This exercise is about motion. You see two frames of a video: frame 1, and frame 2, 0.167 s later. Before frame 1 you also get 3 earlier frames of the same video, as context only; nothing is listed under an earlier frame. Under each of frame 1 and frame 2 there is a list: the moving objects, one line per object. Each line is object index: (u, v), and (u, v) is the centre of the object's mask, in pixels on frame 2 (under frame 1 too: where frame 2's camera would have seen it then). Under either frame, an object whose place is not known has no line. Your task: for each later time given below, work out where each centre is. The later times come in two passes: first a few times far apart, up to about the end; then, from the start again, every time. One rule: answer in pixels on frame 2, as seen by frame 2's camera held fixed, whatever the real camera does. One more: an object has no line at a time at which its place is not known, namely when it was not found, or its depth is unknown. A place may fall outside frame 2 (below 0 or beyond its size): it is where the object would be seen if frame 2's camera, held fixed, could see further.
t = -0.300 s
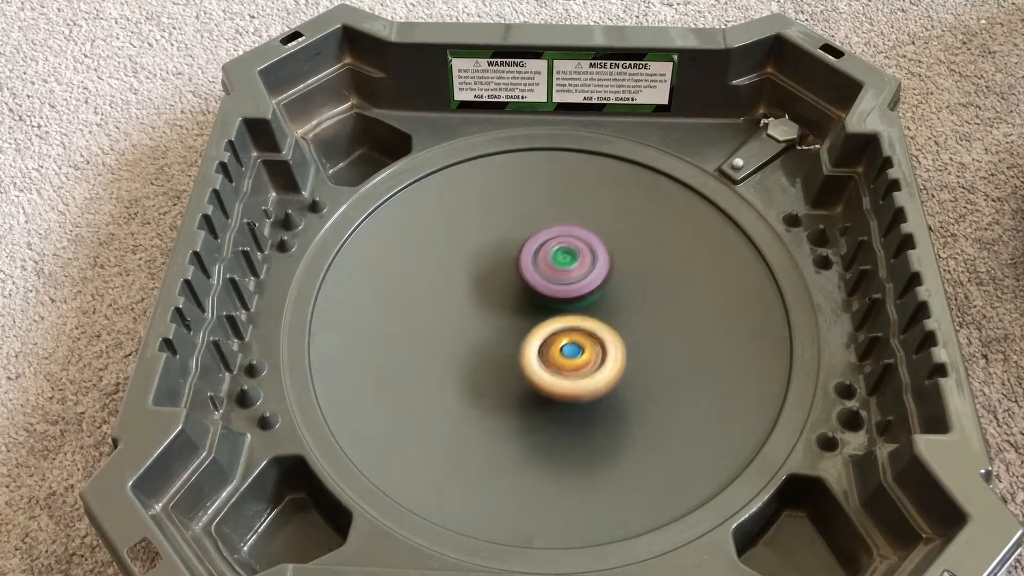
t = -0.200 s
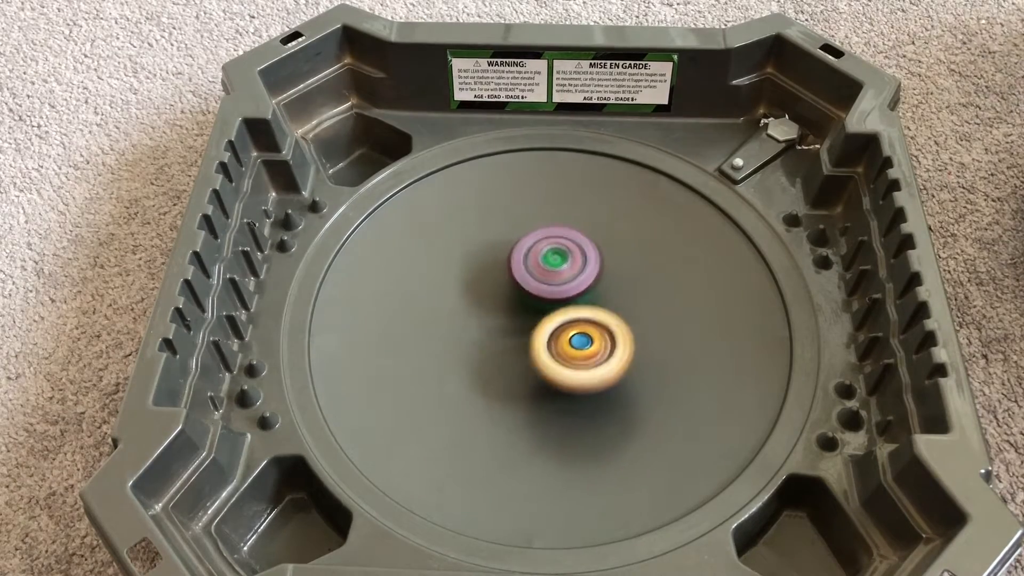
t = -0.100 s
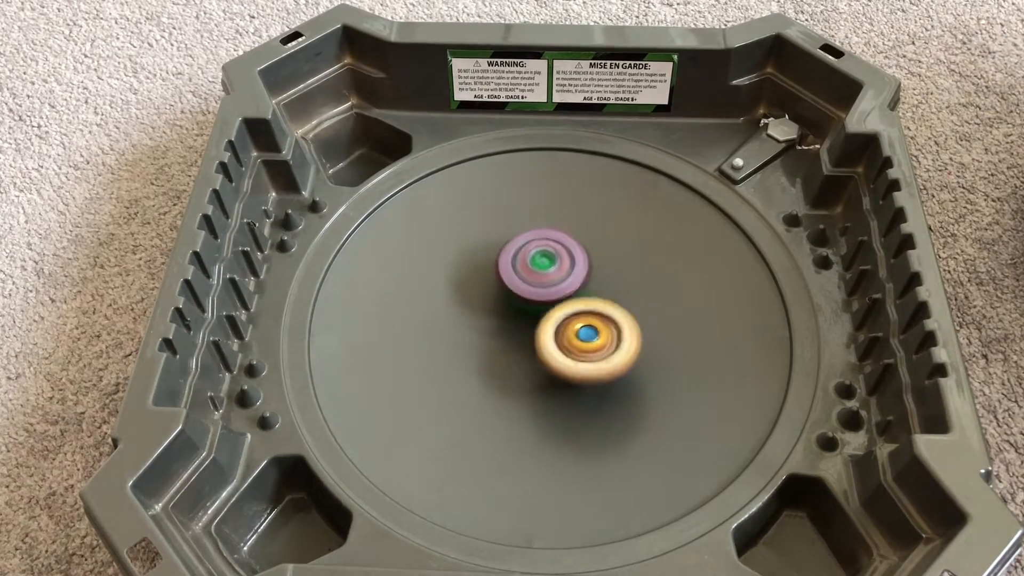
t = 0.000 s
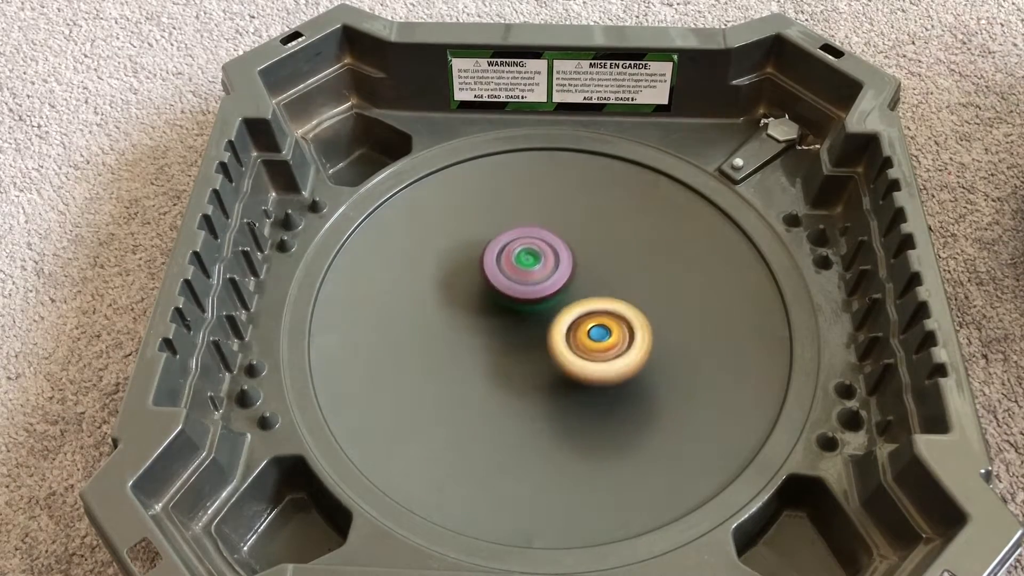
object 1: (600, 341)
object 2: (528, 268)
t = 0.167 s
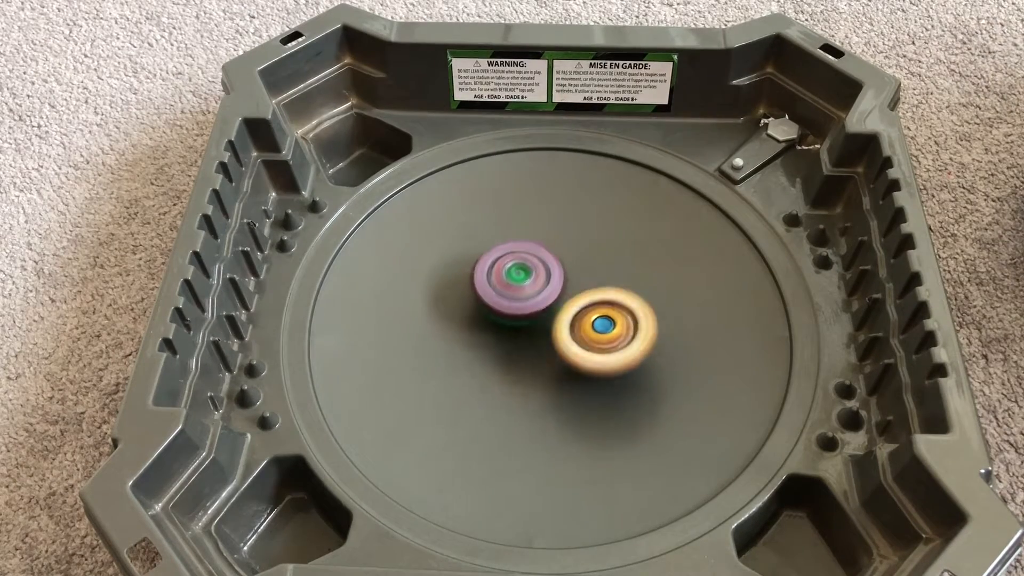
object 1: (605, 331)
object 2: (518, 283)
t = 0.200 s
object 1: (605, 329)
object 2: (517, 286)
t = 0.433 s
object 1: (603, 310)
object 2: (493, 303)
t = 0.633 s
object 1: (595, 293)
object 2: (487, 316)
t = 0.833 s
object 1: (588, 272)
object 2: (496, 327)
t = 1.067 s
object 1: (577, 255)
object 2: (523, 334)
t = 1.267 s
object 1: (567, 247)
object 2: (548, 338)
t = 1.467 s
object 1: (553, 245)
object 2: (567, 341)
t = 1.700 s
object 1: (533, 254)
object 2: (586, 345)
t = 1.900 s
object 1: (520, 269)
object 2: (589, 341)
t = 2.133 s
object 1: (496, 293)
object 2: (590, 335)
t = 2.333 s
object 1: (482, 311)
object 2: (586, 323)
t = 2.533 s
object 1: (484, 323)
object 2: (581, 304)
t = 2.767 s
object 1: (504, 333)
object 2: (578, 282)
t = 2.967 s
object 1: (526, 339)
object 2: (576, 268)
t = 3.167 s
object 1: (547, 351)
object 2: (577, 254)
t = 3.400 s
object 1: (570, 346)
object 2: (575, 260)
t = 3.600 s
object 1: (576, 347)
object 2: (565, 267)
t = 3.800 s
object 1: (576, 354)
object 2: (546, 277)
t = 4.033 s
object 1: (571, 358)
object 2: (524, 278)
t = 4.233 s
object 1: (567, 344)
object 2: (508, 277)
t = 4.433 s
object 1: (578, 335)
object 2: (497, 271)
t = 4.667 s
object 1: (599, 325)
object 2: (506, 273)
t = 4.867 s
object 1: (645, 336)
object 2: (488, 271)
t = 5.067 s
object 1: (639, 327)
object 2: (514, 294)
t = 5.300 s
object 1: (613, 311)
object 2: (506, 314)
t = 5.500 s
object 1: (585, 293)
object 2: (482, 321)
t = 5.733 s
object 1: (566, 271)
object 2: (472, 318)
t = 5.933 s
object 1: (572, 256)
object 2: (482, 318)
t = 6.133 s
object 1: (584, 252)
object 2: (513, 322)
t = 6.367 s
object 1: (596, 260)
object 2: (538, 341)
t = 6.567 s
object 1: (606, 263)
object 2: (529, 369)
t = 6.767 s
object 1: (598, 279)
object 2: (519, 366)
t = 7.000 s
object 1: (589, 286)
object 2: (505, 356)
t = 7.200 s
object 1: (590, 273)
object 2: (515, 343)
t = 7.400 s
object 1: (594, 252)
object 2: (541, 331)
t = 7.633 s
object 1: (582, 243)
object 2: (565, 345)
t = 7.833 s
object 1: (555, 259)
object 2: (572, 352)
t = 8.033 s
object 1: (529, 271)
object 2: (573, 361)
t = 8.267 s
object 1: (498, 276)
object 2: (572, 360)
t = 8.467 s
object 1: (487, 279)
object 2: (574, 346)
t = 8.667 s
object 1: (495, 286)
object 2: (592, 334)
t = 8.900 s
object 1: (519, 292)
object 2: (614, 333)
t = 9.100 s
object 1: (527, 288)
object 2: (618, 335)
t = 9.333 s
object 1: (511, 277)
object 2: (609, 334)
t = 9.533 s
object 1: (496, 276)
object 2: (591, 319)
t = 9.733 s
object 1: (489, 281)
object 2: (591, 306)
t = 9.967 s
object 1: (504, 302)
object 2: (605, 298)
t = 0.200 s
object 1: (605, 329)
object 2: (517, 286)
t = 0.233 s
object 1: (608, 326)
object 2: (511, 287)
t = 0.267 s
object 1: (609, 323)
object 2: (508, 290)
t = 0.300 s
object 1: (607, 320)
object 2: (505, 293)
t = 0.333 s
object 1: (604, 316)
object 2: (503, 296)
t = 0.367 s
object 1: (604, 314)
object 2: (499, 298)
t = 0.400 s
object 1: (604, 312)
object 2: (495, 300)
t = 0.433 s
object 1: (603, 310)
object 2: (493, 303)
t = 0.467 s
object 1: (601, 307)
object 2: (492, 305)
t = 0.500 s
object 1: (598, 304)
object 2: (492, 308)
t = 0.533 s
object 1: (597, 301)
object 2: (491, 310)
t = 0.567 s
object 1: (597, 298)
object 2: (488, 312)
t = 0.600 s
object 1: (596, 296)
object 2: (487, 314)
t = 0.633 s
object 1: (595, 293)
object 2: (487, 316)
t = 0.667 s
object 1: (592, 291)
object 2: (488, 318)
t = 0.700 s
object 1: (590, 289)
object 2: (490, 320)
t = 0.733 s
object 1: (589, 285)
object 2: (490, 322)
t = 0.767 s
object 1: (589, 280)
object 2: (490, 324)
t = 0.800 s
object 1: (589, 276)
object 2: (493, 326)
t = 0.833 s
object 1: (588, 272)
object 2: (496, 327)
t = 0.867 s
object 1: (586, 269)
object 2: (500, 329)
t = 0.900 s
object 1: (585, 266)
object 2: (504, 329)
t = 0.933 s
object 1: (583, 264)
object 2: (509, 330)
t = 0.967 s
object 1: (581, 261)
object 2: (512, 331)
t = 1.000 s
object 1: (580, 259)
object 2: (516, 332)
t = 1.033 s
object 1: (579, 257)
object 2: (520, 333)
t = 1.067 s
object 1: (577, 255)
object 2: (523, 334)
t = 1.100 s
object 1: (576, 253)
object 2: (527, 335)
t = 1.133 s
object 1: (574, 252)
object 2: (532, 335)
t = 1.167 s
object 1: (573, 250)
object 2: (535, 336)
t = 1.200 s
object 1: (571, 248)
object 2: (539, 337)
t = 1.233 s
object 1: (570, 248)
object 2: (543, 337)
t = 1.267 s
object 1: (567, 247)
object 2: (548, 338)
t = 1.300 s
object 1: (565, 245)
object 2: (551, 340)
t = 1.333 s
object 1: (564, 244)
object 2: (554, 340)
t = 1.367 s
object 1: (562, 245)
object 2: (557, 339)
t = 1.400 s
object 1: (560, 246)
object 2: (560, 338)
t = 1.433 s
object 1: (556, 246)
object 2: (563, 339)
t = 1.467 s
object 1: (553, 245)
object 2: (567, 341)
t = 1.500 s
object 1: (550, 245)
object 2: (570, 341)
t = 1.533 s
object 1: (548, 247)
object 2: (573, 341)
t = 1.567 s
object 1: (546, 249)
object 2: (575, 341)
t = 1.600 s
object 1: (543, 252)
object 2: (577, 340)
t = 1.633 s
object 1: (540, 253)
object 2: (580, 341)
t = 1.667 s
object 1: (536, 253)
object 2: (583, 343)
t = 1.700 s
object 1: (533, 254)
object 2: (586, 345)
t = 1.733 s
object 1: (531, 255)
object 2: (587, 344)
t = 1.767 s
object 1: (529, 258)
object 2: (588, 343)
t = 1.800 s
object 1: (528, 261)
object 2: (588, 342)
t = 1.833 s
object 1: (526, 265)
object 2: (588, 341)
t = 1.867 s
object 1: (524, 267)
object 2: (588, 340)
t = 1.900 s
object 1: (520, 269)
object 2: (589, 341)
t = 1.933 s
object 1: (516, 271)
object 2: (590, 341)
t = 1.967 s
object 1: (513, 275)
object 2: (590, 340)
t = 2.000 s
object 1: (509, 279)
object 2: (590, 339)
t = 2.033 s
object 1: (506, 282)
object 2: (592, 338)
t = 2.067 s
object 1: (502, 285)
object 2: (592, 337)
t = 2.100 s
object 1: (500, 289)
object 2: (591, 336)
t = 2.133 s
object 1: (496, 293)
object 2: (590, 335)
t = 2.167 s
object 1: (494, 296)
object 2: (589, 334)
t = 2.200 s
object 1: (491, 300)
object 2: (589, 332)
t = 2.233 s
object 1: (488, 303)
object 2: (589, 330)
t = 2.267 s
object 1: (486, 306)
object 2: (587, 327)
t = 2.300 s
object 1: (484, 309)
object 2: (586, 325)
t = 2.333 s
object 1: (482, 311)
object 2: (586, 323)
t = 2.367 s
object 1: (481, 313)
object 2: (584, 320)
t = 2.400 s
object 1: (481, 315)
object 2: (584, 316)
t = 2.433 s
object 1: (481, 317)
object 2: (583, 313)
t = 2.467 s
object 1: (482, 319)
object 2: (582, 310)
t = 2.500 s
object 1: (483, 321)
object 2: (582, 307)
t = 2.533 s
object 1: (484, 323)
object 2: (581, 304)
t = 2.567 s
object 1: (486, 325)
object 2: (580, 301)
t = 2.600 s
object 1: (487, 327)
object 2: (580, 298)
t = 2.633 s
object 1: (490, 328)
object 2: (580, 295)
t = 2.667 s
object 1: (494, 330)
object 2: (579, 292)
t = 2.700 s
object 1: (498, 331)
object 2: (579, 288)
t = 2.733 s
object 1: (500, 333)
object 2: (578, 285)
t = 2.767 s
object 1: (504, 333)
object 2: (578, 282)
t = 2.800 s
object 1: (508, 334)
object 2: (578, 279)
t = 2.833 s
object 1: (510, 336)
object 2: (579, 275)
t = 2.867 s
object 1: (513, 338)
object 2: (578, 272)
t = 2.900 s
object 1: (517, 339)
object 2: (578, 270)
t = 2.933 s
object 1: (521, 339)
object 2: (577, 269)
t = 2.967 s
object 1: (526, 339)
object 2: (576, 268)
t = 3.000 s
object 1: (531, 339)
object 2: (576, 267)
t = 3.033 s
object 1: (536, 340)
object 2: (576, 266)
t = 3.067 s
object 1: (539, 345)
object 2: (578, 261)
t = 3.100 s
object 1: (541, 348)
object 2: (578, 257)
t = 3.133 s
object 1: (544, 350)
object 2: (577, 255)
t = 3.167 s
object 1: (547, 351)
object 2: (577, 254)
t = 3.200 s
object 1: (550, 351)
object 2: (576, 254)
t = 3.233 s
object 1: (553, 350)
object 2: (576, 255)
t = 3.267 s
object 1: (557, 349)
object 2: (575, 258)
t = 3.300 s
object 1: (560, 347)
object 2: (575, 260)
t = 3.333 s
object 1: (563, 343)
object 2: (575, 262)
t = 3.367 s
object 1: (567, 342)
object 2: (575, 262)
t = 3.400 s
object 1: (570, 346)
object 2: (575, 260)
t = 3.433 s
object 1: (572, 348)
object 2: (573, 260)
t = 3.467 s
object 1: (573, 349)
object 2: (571, 261)
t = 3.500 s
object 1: (574, 348)
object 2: (569, 263)
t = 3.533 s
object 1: (575, 348)
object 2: (568, 263)
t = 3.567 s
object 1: (575, 347)
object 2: (567, 265)
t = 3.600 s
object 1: (576, 347)
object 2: (565, 267)
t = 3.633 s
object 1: (577, 350)
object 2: (560, 268)
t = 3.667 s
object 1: (578, 353)
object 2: (557, 269)
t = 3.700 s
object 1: (577, 354)
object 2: (555, 271)
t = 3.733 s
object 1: (576, 354)
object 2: (552, 273)
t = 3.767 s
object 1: (576, 354)
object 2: (549, 275)
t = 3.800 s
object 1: (576, 354)
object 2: (546, 277)
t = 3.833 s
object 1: (577, 358)
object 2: (543, 276)
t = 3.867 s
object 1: (578, 361)
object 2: (539, 274)
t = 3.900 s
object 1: (579, 362)
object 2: (535, 273)
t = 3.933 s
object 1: (578, 363)
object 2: (532, 273)
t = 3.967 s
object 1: (575, 363)
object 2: (528, 274)
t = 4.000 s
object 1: (572, 361)
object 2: (526, 276)
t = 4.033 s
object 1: (571, 358)
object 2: (524, 278)
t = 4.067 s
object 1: (568, 354)
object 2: (522, 278)
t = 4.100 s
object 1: (567, 351)
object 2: (520, 278)
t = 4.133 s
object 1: (567, 350)
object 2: (516, 278)
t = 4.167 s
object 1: (567, 348)
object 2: (513, 277)
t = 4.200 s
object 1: (566, 346)
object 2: (510, 278)
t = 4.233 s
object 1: (567, 344)
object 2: (508, 277)
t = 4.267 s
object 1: (568, 342)
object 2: (506, 276)
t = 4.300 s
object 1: (568, 340)
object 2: (504, 275)
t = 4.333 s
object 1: (568, 336)
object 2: (503, 275)
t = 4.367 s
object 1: (570, 334)
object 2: (501, 275)
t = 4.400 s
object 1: (573, 333)
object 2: (500, 274)
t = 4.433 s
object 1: (578, 335)
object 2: (497, 271)
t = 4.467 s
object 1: (581, 335)
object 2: (494, 269)
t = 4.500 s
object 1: (584, 334)
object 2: (495, 269)
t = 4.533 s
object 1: (586, 332)
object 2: (497, 270)
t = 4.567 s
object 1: (589, 330)
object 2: (500, 273)
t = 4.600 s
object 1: (590, 328)
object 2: (503, 275)
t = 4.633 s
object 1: (589, 326)
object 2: (508, 278)
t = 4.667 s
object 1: (599, 325)
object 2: (506, 273)
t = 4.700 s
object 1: (614, 330)
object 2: (494, 269)
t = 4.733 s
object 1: (623, 332)
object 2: (489, 265)
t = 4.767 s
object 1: (630, 334)
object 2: (487, 264)
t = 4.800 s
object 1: (636, 335)
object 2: (485, 265)
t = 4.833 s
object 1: (642, 335)
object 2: (486, 268)
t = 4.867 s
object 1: (645, 336)
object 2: (488, 271)
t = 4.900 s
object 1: (648, 335)
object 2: (491, 275)
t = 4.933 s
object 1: (649, 335)
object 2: (495, 278)
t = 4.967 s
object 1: (648, 333)
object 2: (500, 282)
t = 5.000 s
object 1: (646, 332)
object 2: (505, 285)
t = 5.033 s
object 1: (642, 329)
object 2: (510, 290)
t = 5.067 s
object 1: (639, 327)
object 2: (514, 294)
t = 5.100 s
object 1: (632, 325)
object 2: (519, 298)
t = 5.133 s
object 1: (626, 321)
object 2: (523, 302)
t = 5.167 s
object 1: (624, 319)
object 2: (522, 304)
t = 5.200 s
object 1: (624, 316)
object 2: (516, 306)
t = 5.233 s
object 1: (622, 314)
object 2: (512, 309)
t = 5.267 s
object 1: (616, 313)
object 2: (511, 312)
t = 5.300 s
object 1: (613, 311)
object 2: (506, 314)
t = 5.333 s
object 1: (610, 308)
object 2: (498, 316)
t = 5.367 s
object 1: (607, 305)
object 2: (494, 318)
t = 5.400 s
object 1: (600, 303)
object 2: (491, 319)
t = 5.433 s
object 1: (595, 300)
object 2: (487, 320)
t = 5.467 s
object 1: (589, 297)
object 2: (485, 321)
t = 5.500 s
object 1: (585, 293)
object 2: (482, 321)
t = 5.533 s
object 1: (579, 291)
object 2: (479, 320)
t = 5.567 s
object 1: (576, 287)
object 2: (477, 320)
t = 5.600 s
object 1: (574, 283)
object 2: (473, 320)
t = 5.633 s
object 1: (574, 279)
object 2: (470, 320)
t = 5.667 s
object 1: (571, 276)
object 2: (468, 320)
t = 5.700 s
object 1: (569, 273)
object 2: (470, 320)
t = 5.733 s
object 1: (566, 271)
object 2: (472, 318)
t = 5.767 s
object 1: (564, 269)
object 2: (473, 316)
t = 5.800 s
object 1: (563, 267)
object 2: (474, 316)
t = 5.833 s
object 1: (563, 265)
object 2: (476, 315)
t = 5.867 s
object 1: (563, 263)
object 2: (479, 315)
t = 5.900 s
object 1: (566, 259)
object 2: (481, 317)
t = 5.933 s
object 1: (572, 256)
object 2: (482, 318)
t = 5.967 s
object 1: (574, 254)
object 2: (485, 320)
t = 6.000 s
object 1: (577, 252)
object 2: (489, 321)
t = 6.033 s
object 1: (580, 250)
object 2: (495, 321)
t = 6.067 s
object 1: (583, 252)
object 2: (501, 321)
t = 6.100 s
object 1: (583, 253)
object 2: (507, 322)
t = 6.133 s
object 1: (584, 252)
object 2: (513, 322)
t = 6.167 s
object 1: (588, 252)
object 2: (514, 326)
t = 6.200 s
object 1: (591, 252)
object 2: (517, 331)
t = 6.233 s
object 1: (593, 252)
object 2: (521, 333)
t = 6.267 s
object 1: (594, 253)
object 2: (526, 336)
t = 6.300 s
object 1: (595, 255)
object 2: (530, 338)
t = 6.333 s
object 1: (596, 257)
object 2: (534, 340)
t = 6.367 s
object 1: (596, 260)
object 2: (538, 341)
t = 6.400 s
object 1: (596, 264)
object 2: (541, 342)
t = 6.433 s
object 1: (598, 262)
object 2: (538, 350)
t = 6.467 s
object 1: (601, 260)
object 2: (533, 359)
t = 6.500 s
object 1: (604, 260)
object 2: (532, 363)
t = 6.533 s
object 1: (606, 261)
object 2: (530, 367)
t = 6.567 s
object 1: (606, 263)
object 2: (529, 369)
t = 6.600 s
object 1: (606, 265)
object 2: (528, 370)
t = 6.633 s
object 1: (606, 266)
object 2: (525, 372)
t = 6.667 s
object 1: (606, 270)
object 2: (523, 371)
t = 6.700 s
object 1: (603, 273)
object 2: (521, 370)
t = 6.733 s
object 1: (601, 276)
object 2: (520, 369)
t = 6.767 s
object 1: (598, 279)
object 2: (519, 366)
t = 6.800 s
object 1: (593, 284)
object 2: (517, 363)
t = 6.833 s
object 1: (589, 289)
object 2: (518, 360)
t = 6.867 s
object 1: (586, 290)
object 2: (515, 357)
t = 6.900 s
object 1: (586, 291)
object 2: (511, 356)
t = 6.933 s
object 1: (585, 290)
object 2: (508, 357)
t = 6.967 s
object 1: (587, 288)
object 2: (504, 358)
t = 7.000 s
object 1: (589, 286)
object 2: (505, 356)
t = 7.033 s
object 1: (588, 285)
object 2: (506, 354)
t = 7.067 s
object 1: (588, 284)
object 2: (509, 350)
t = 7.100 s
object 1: (588, 283)
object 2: (512, 346)
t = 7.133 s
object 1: (589, 281)
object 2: (512, 345)
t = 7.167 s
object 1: (589, 277)
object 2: (513, 344)
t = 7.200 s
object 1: (590, 273)
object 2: (515, 343)
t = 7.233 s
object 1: (593, 271)
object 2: (520, 340)
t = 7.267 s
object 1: (592, 267)
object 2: (524, 339)
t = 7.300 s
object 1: (594, 262)
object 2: (525, 340)
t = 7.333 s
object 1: (595, 258)
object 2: (530, 337)
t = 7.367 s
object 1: (594, 255)
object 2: (535, 336)
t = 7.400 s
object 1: (594, 252)
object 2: (541, 331)
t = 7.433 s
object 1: (595, 250)
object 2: (545, 333)
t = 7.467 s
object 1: (592, 249)
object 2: (550, 331)
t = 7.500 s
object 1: (591, 245)
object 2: (553, 336)
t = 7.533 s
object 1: (590, 244)
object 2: (555, 340)
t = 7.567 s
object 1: (588, 241)
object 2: (560, 341)
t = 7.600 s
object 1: (585, 241)
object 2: (563, 343)
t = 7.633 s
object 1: (582, 243)
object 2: (565, 345)
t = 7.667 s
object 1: (579, 245)
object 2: (568, 345)
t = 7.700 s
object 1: (574, 246)
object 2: (569, 347)
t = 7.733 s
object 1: (569, 250)
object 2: (571, 347)
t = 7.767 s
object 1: (566, 254)
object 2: (571, 348)
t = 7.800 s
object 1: (561, 256)
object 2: (572, 349)
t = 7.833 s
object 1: (555, 259)
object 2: (572, 352)
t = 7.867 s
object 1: (550, 262)
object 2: (572, 355)
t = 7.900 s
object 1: (548, 265)
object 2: (572, 355)
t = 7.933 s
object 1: (542, 268)
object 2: (573, 356)
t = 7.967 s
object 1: (536, 269)
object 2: (574, 360)
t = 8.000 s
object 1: (533, 270)
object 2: (572, 362)
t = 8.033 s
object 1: (529, 271)
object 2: (573, 361)
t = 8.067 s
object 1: (525, 274)
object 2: (571, 360)
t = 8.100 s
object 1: (522, 278)
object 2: (569, 360)
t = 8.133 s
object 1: (516, 279)
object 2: (571, 362)
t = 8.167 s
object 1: (511, 277)
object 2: (569, 362)
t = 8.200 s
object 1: (509, 280)
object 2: (568, 359)
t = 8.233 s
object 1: (506, 280)
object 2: (568, 358)
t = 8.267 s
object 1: (498, 276)
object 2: (572, 360)
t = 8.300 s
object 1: (493, 276)
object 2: (572, 359)
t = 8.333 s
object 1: (490, 275)
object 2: (572, 356)
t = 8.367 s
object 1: (488, 275)
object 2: (573, 355)
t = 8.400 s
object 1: (486, 277)
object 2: (574, 352)
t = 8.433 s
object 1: (487, 277)
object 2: (573, 349)
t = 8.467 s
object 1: (487, 279)
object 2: (574, 346)
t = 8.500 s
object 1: (487, 280)
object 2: (573, 344)
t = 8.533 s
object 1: (490, 282)
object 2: (575, 340)
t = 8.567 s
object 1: (488, 282)
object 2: (580, 340)
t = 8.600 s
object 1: (489, 283)
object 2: (586, 337)
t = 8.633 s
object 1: (492, 285)
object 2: (588, 336)
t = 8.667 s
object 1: (495, 286)
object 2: (592, 334)
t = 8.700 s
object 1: (500, 288)
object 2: (595, 333)
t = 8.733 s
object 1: (504, 291)
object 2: (599, 331)
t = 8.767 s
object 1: (505, 290)
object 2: (605, 333)
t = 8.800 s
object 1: (509, 291)
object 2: (608, 334)
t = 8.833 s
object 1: (511, 291)
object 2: (611, 333)
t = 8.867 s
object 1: (515, 291)
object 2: (613, 333)
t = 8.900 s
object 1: (519, 292)
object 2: (614, 333)
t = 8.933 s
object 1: (522, 292)
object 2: (615, 334)
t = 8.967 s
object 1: (522, 291)
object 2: (621, 336)
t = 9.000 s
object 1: (521, 290)
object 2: (622, 337)
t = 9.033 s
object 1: (524, 289)
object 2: (621, 336)
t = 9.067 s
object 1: (525, 289)
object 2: (619, 336)
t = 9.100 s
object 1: (527, 288)
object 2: (618, 335)
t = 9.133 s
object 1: (527, 288)
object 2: (615, 336)
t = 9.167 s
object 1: (525, 287)
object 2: (617, 336)
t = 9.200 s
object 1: (526, 285)
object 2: (614, 337)
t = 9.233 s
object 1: (524, 285)
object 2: (610, 335)
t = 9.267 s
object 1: (523, 283)
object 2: (609, 333)
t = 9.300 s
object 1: (516, 280)
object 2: (610, 333)
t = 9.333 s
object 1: (511, 277)
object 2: (609, 334)
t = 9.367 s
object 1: (507, 276)
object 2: (605, 331)
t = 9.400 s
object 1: (503, 274)
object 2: (603, 329)
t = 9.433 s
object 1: (500, 274)
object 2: (599, 326)
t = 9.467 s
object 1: (497, 274)
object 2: (596, 325)
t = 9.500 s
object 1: (497, 275)
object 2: (593, 322)
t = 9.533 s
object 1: (496, 276)
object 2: (591, 319)
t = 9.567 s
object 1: (494, 275)
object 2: (590, 316)
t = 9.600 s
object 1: (490, 277)
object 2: (593, 315)
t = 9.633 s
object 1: (488, 275)
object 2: (591, 313)
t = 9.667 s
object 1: (488, 277)
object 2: (591, 310)
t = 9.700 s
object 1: (487, 278)
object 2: (591, 308)
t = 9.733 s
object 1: (489, 281)
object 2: (591, 306)
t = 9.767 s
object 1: (490, 284)
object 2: (592, 305)
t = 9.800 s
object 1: (492, 287)
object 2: (594, 303)
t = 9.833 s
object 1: (494, 291)
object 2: (597, 301)
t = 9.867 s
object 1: (497, 292)
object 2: (598, 300)
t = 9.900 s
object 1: (499, 295)
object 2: (599, 299)
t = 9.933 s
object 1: (500, 298)
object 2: (603, 297)
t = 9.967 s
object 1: (504, 302)
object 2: (605, 298)
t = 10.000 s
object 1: (506, 303)
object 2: (606, 297)
